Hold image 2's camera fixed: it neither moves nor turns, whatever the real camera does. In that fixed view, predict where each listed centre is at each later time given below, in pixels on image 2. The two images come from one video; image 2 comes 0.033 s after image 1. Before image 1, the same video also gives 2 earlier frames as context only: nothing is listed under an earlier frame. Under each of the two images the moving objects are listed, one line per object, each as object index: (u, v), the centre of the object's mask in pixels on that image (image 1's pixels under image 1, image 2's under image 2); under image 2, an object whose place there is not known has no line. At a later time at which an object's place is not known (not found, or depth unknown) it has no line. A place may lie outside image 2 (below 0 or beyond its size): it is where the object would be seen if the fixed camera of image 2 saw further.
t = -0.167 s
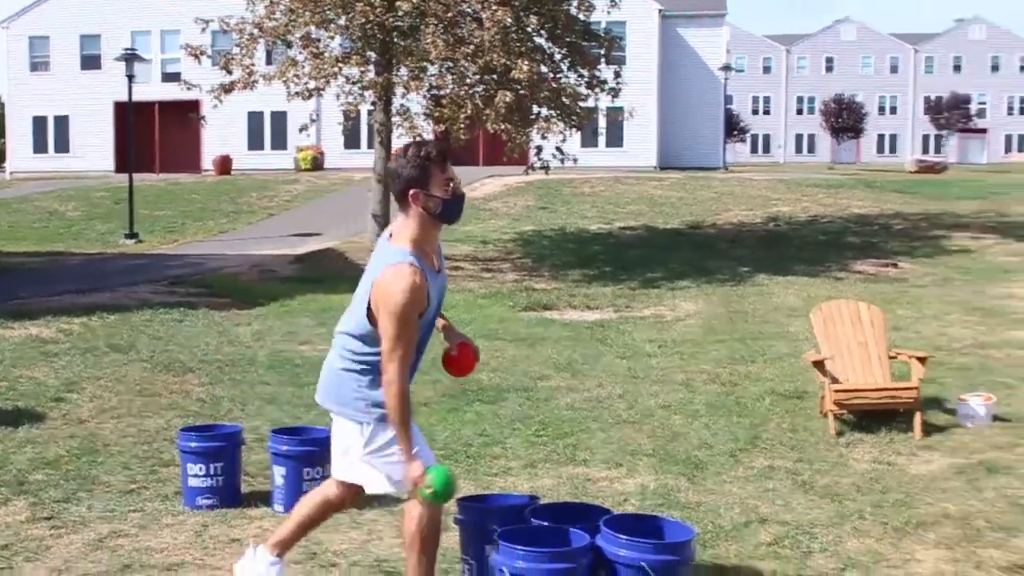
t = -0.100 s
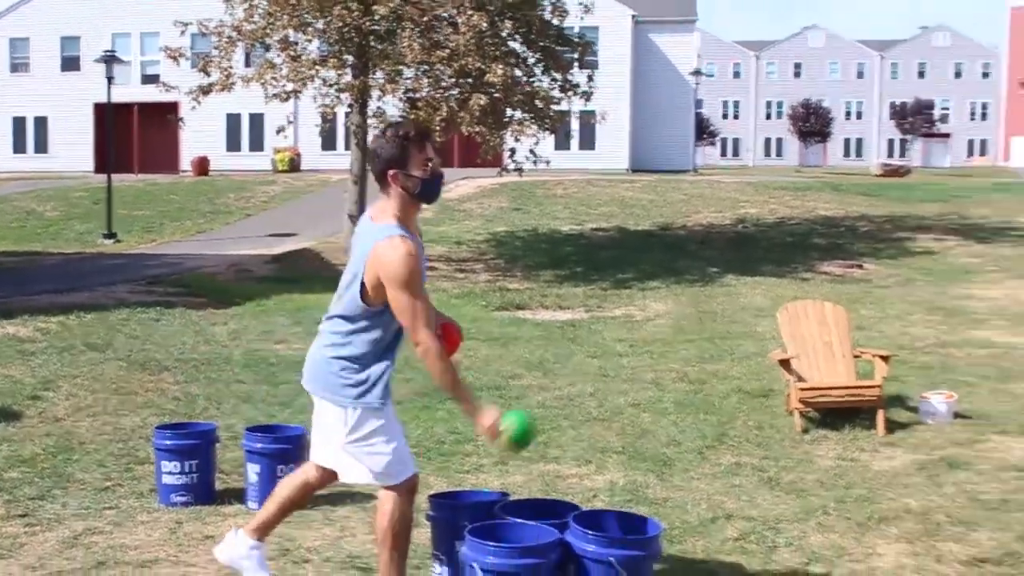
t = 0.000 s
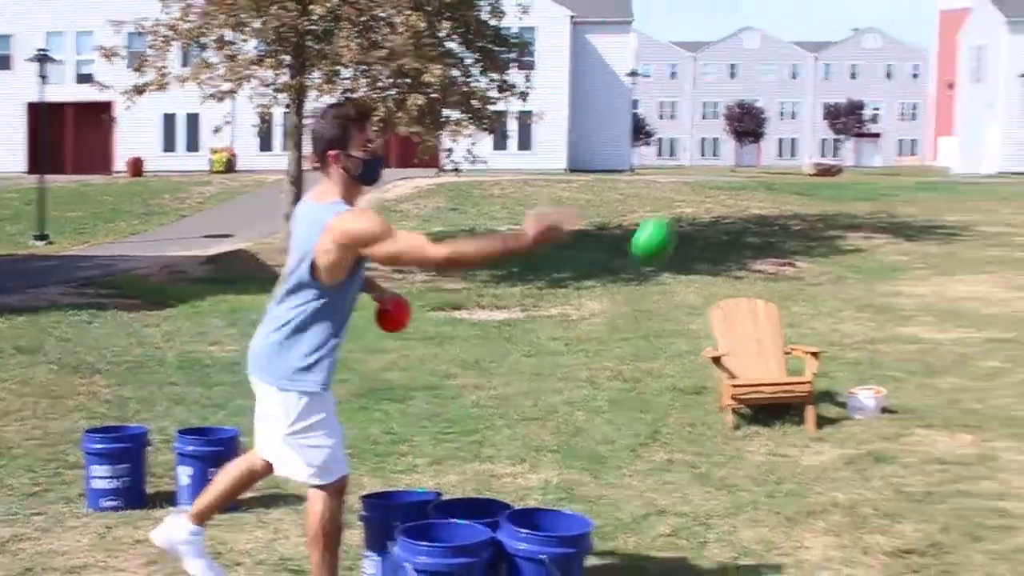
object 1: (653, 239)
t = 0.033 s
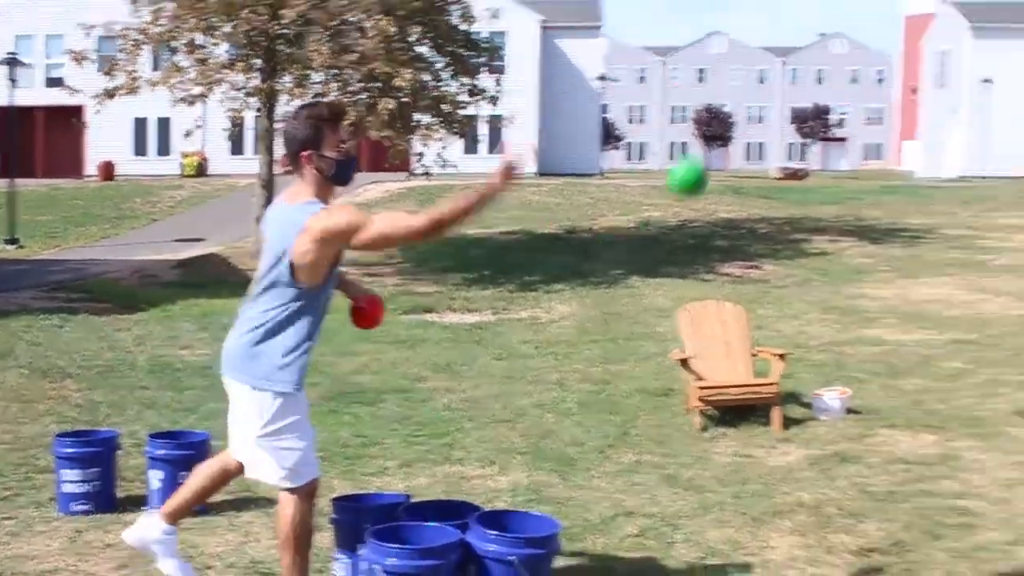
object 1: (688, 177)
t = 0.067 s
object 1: (749, 115)
